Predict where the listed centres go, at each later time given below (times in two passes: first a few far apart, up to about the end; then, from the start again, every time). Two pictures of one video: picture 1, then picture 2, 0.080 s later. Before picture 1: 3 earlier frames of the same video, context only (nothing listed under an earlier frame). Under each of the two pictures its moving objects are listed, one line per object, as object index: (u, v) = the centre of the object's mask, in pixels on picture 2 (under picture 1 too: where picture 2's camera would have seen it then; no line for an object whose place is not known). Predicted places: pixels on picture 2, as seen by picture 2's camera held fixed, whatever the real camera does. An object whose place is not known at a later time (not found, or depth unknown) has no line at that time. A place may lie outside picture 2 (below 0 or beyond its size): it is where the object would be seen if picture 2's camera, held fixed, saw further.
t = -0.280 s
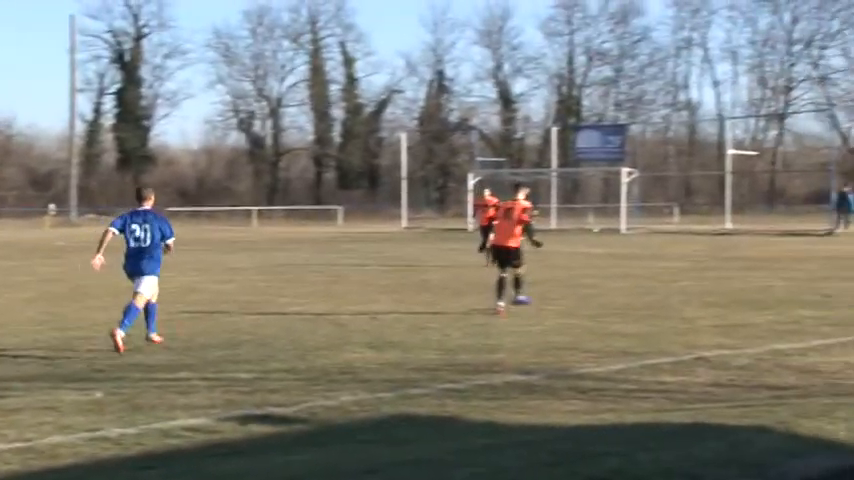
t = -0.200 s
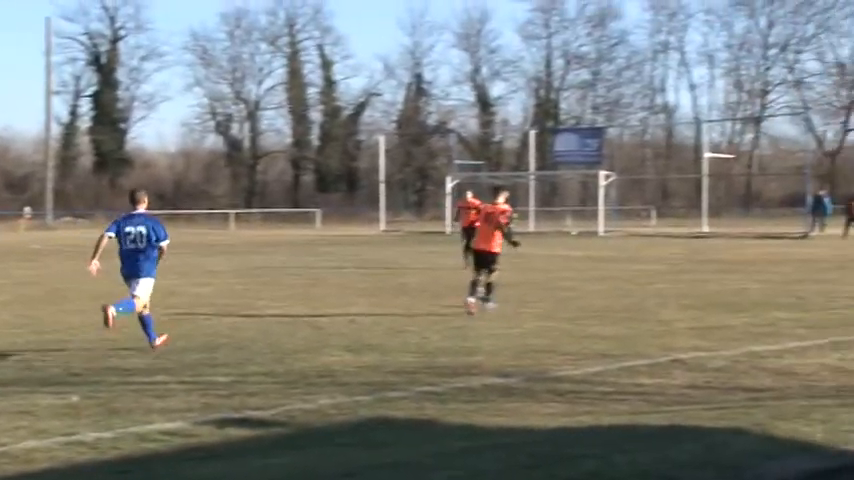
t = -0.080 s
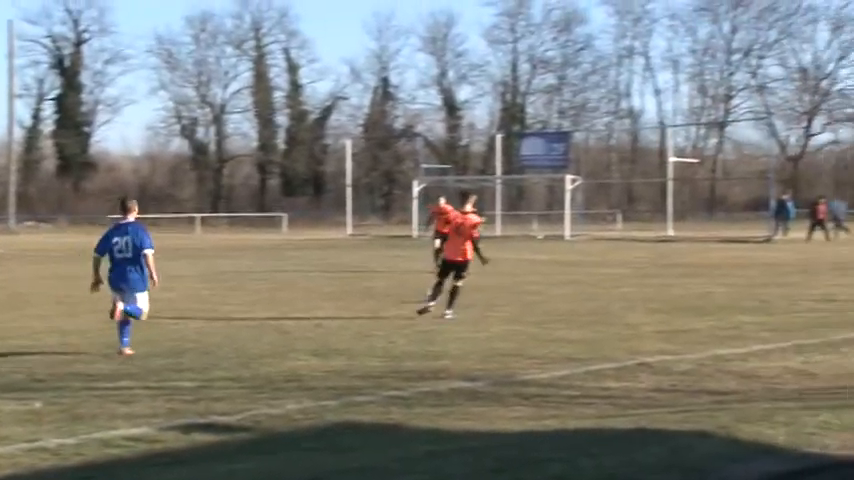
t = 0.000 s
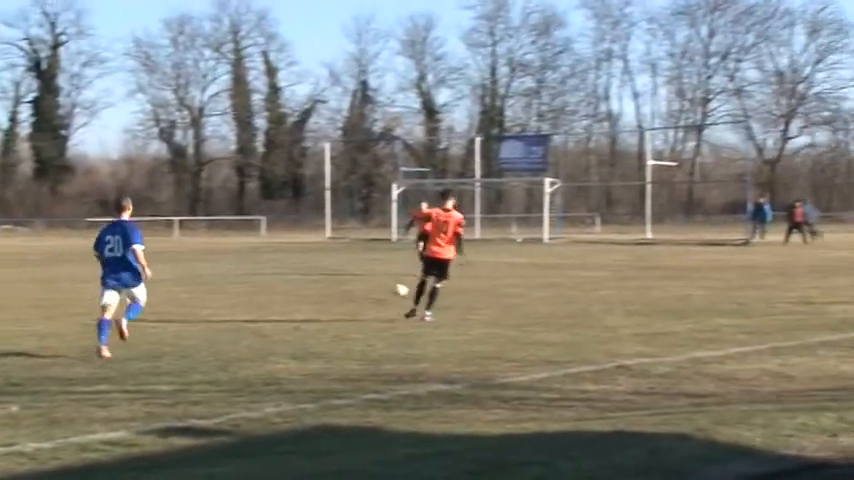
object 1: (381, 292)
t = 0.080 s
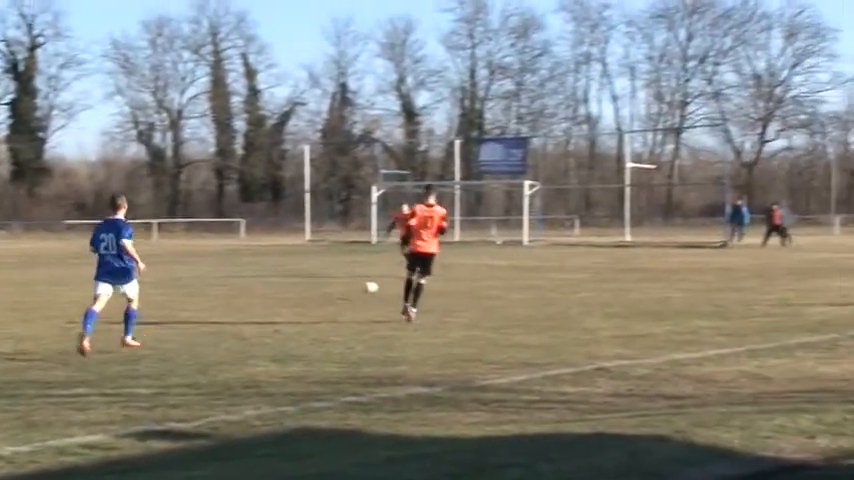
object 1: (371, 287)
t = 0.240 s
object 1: (352, 285)
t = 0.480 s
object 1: (333, 281)
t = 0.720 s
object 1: (316, 276)
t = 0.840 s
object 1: (310, 270)
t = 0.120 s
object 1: (365, 286)
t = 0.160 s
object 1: (361, 286)
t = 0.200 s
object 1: (357, 288)
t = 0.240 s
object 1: (352, 285)
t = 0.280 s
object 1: (348, 282)
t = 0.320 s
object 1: (345, 280)
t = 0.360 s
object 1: (342, 279)
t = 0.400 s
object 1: (339, 279)
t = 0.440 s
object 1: (336, 280)
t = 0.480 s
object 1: (333, 281)
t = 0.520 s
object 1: (329, 280)
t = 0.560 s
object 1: (326, 277)
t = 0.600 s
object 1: (324, 276)
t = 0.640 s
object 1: (322, 275)
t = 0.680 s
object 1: (319, 275)
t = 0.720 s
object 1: (316, 276)
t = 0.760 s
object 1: (314, 275)
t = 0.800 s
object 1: (313, 273)
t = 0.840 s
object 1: (310, 270)
